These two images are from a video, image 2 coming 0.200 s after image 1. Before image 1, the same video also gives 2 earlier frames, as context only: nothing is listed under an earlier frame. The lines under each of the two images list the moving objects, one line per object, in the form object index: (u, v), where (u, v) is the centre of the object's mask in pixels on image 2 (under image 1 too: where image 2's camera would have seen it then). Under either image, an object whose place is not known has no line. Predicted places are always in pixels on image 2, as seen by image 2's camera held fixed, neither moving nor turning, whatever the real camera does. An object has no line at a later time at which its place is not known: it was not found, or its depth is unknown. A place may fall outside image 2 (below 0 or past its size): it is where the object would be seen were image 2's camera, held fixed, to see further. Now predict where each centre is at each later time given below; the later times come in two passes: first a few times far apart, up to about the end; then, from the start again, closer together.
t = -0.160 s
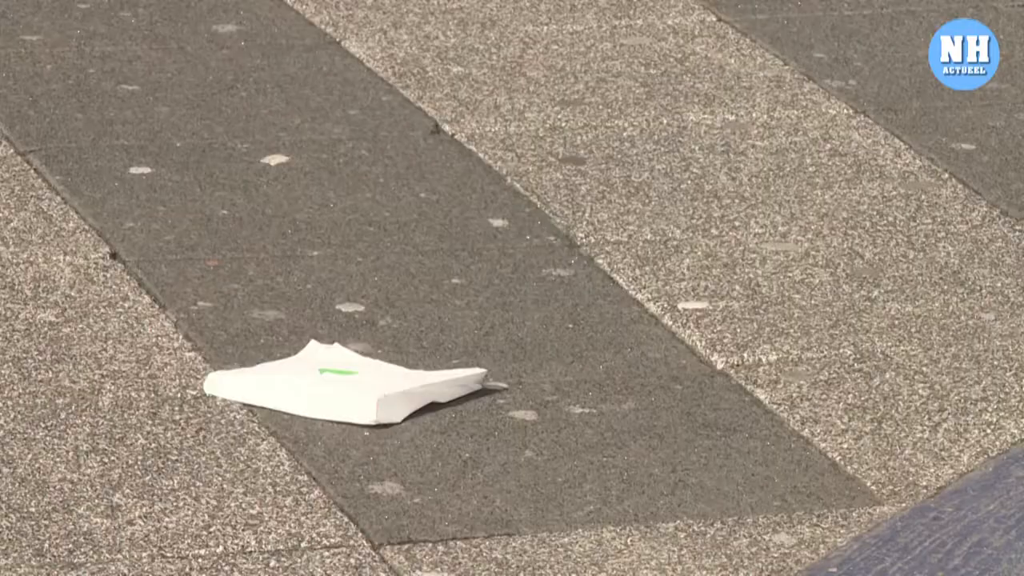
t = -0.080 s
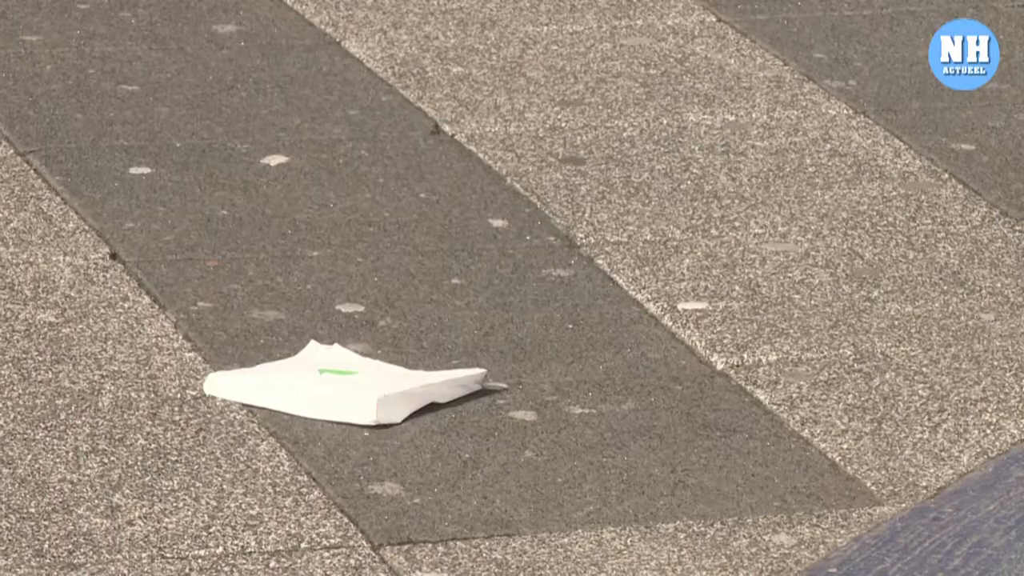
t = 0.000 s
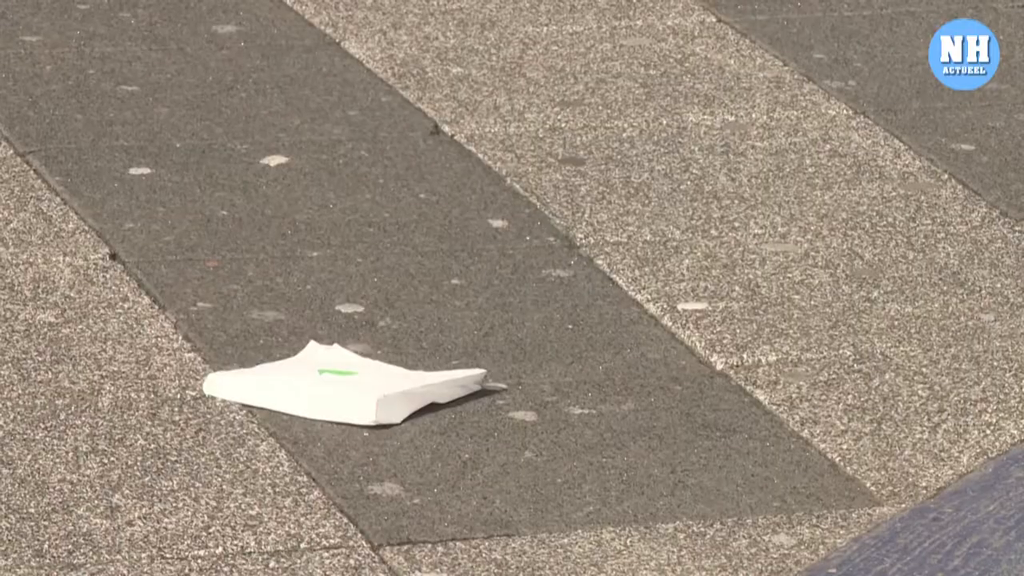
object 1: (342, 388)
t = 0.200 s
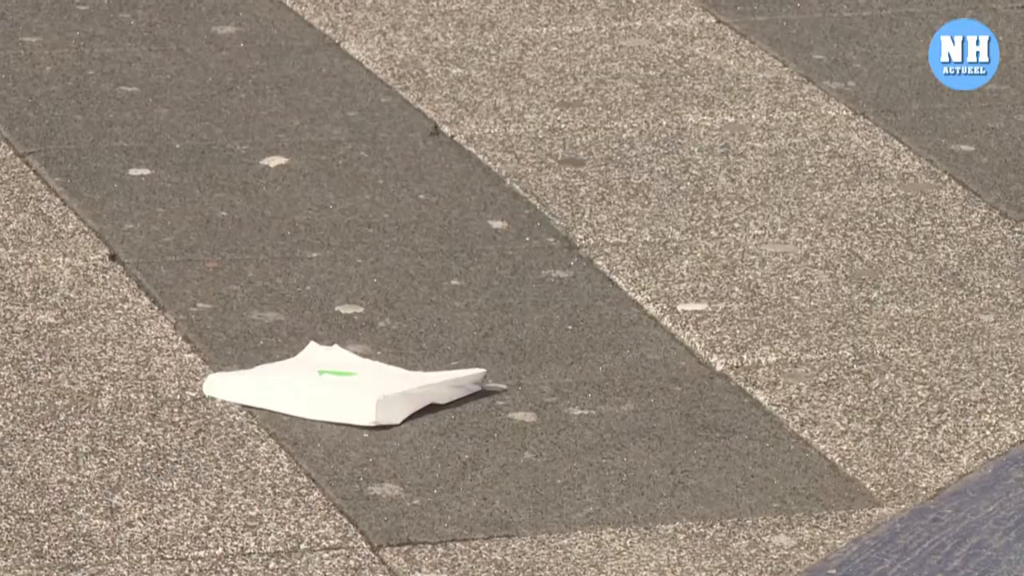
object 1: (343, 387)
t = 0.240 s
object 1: (343, 387)
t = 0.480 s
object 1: (349, 383)
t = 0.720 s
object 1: (337, 347)
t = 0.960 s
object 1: (309, 357)
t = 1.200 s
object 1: (321, 365)
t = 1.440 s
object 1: (292, 370)
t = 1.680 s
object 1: (289, 392)
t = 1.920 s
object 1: (254, 402)
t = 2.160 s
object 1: (238, 408)
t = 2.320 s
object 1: (235, 409)
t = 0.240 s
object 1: (343, 387)
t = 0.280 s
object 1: (342, 387)
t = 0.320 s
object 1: (343, 387)
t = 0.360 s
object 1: (345, 386)
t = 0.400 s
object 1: (345, 386)
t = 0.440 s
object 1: (347, 385)
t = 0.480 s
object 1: (349, 383)
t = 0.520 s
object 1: (350, 380)
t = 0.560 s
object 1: (351, 375)
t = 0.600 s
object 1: (352, 368)
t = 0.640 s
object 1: (347, 359)
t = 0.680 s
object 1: (343, 352)
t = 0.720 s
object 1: (337, 347)
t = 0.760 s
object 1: (330, 346)
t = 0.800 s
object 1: (324, 348)
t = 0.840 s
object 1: (318, 351)
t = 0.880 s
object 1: (312, 353)
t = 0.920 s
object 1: (309, 355)
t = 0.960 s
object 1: (309, 357)
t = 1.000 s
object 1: (311, 358)
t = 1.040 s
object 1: (313, 358)
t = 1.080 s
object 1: (316, 359)
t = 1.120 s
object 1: (318, 361)
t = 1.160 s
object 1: (320, 363)
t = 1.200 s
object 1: (321, 365)
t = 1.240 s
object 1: (321, 364)
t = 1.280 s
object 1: (318, 363)
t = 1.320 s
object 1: (308, 357)
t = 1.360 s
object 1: (307, 370)
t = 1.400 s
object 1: (300, 370)
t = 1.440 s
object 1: (292, 370)
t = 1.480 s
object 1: (287, 372)
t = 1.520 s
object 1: (284, 373)
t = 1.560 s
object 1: (291, 381)
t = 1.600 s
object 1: (297, 388)
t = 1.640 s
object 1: (292, 389)
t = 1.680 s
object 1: (289, 392)
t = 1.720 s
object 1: (285, 395)
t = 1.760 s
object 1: (278, 396)
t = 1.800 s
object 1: (269, 398)
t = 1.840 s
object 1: (265, 400)
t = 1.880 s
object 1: (259, 401)
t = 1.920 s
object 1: (254, 402)
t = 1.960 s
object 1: (247, 404)
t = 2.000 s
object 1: (242, 405)
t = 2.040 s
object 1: (239, 406)
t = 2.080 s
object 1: (238, 407)
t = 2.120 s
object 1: (238, 407)
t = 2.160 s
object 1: (238, 408)
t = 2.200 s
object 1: (237, 408)
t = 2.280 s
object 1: (235, 409)
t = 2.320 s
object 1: (235, 409)
